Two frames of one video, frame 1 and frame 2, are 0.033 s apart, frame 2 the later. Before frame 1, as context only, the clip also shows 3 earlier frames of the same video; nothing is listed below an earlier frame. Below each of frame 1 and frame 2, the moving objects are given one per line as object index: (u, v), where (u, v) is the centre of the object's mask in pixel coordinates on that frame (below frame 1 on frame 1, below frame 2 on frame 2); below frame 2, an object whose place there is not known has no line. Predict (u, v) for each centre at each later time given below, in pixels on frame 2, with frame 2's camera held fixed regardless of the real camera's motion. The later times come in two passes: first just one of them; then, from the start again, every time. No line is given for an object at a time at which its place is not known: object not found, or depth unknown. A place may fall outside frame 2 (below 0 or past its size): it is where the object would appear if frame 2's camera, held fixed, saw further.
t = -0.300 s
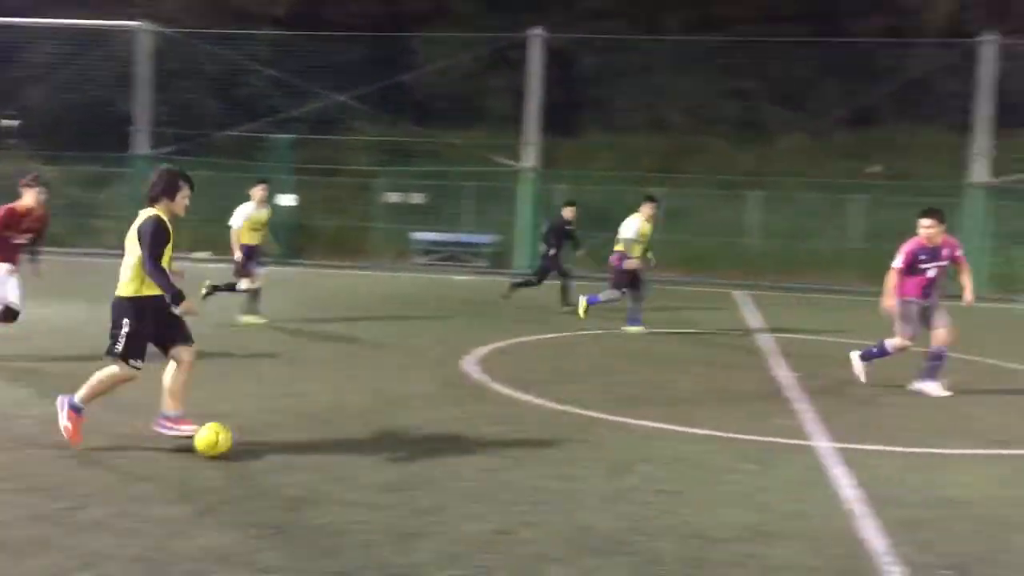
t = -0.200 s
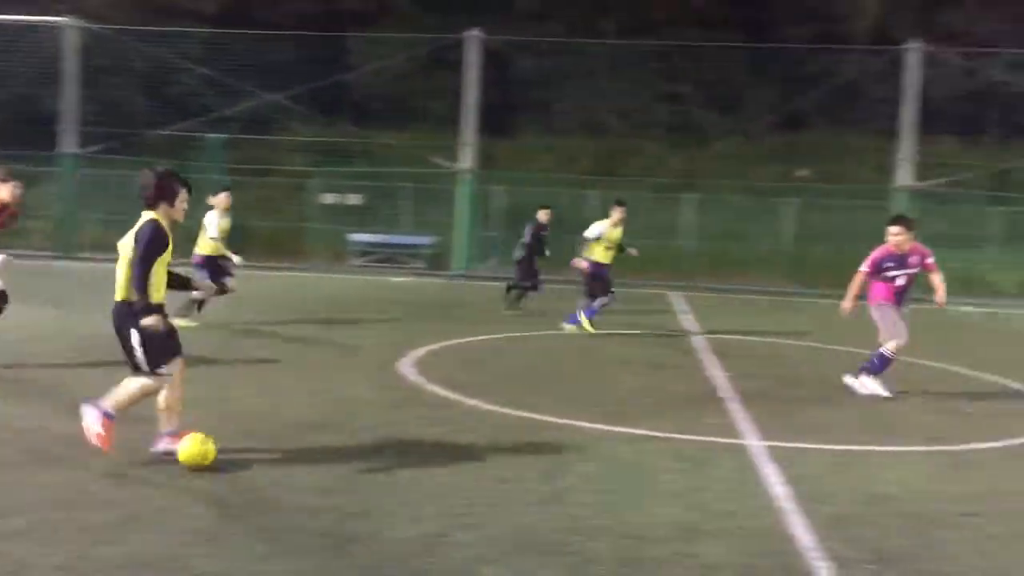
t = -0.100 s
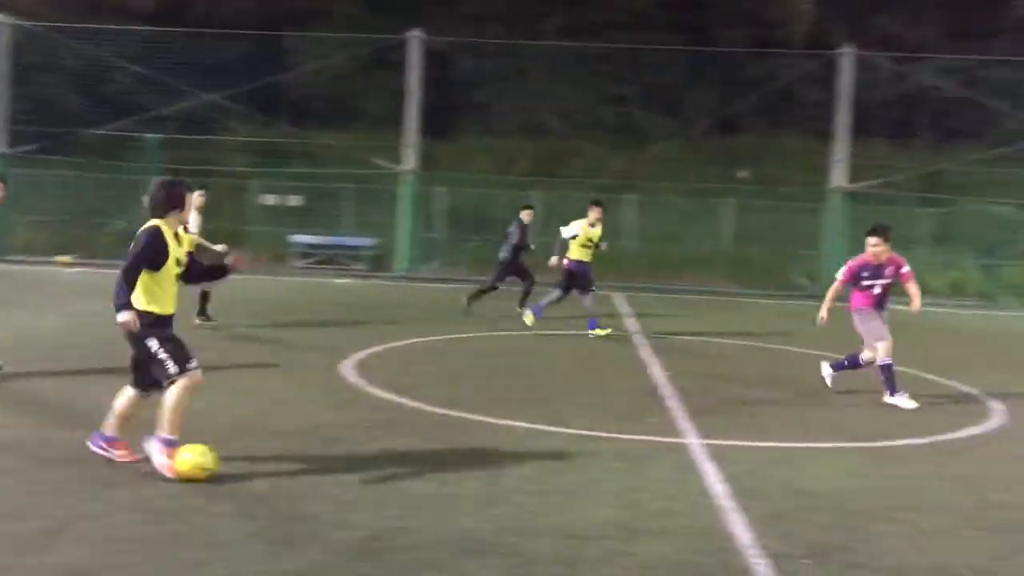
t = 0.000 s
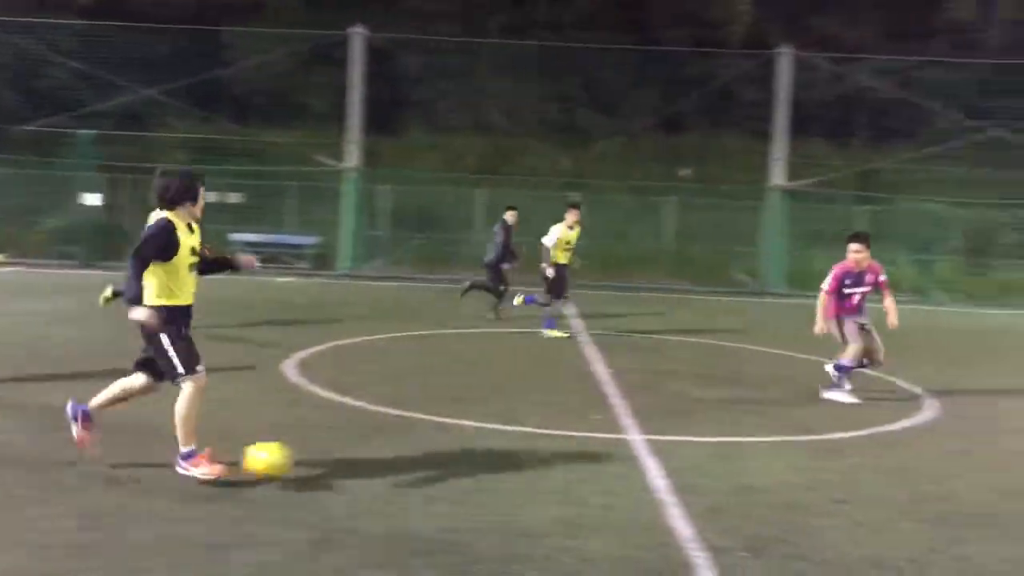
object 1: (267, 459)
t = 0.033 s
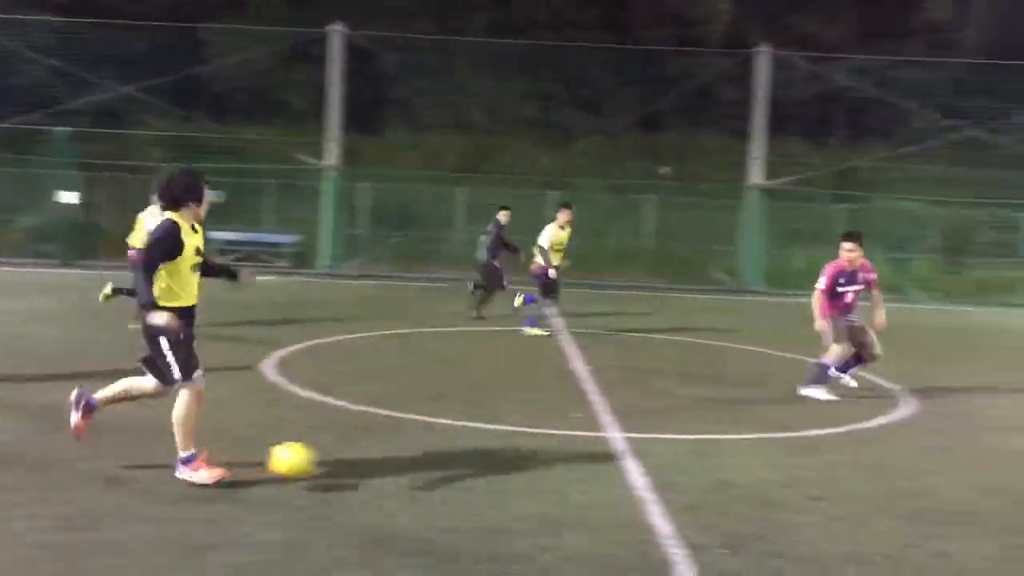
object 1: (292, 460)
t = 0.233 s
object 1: (535, 472)
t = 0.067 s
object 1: (337, 463)
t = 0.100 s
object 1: (381, 468)
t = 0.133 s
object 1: (425, 474)
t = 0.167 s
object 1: (463, 473)
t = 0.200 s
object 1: (499, 471)
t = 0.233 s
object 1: (535, 472)
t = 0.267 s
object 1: (571, 475)
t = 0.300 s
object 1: (606, 479)
